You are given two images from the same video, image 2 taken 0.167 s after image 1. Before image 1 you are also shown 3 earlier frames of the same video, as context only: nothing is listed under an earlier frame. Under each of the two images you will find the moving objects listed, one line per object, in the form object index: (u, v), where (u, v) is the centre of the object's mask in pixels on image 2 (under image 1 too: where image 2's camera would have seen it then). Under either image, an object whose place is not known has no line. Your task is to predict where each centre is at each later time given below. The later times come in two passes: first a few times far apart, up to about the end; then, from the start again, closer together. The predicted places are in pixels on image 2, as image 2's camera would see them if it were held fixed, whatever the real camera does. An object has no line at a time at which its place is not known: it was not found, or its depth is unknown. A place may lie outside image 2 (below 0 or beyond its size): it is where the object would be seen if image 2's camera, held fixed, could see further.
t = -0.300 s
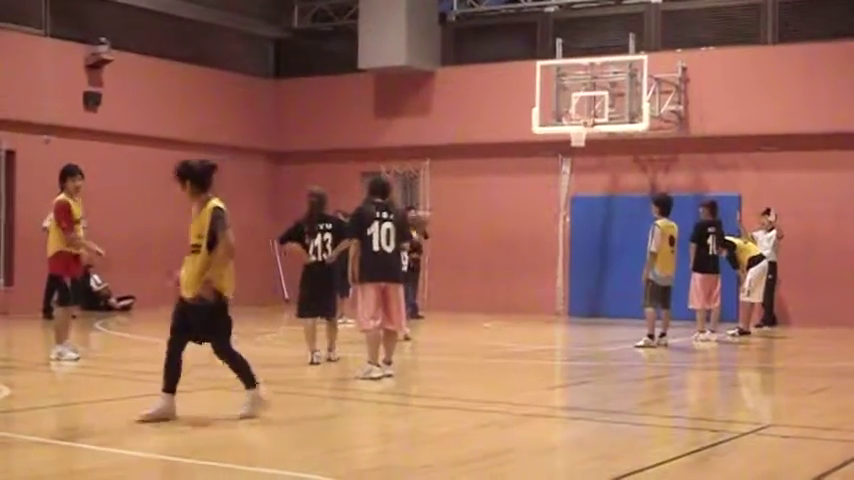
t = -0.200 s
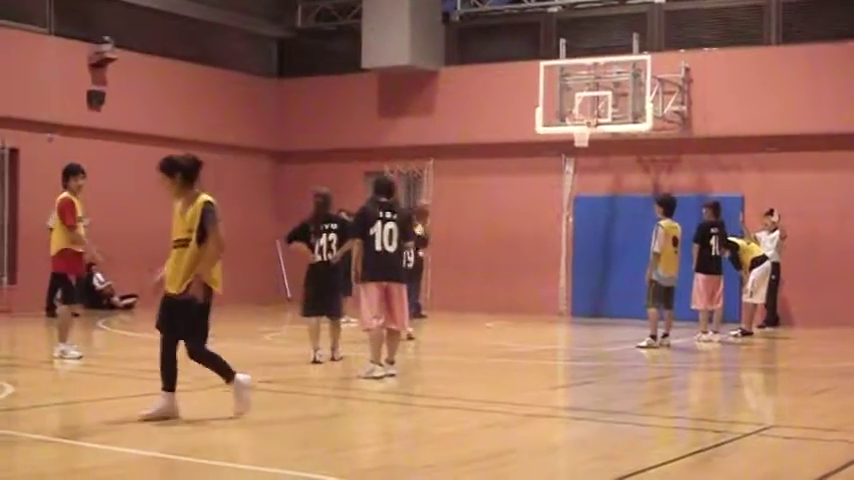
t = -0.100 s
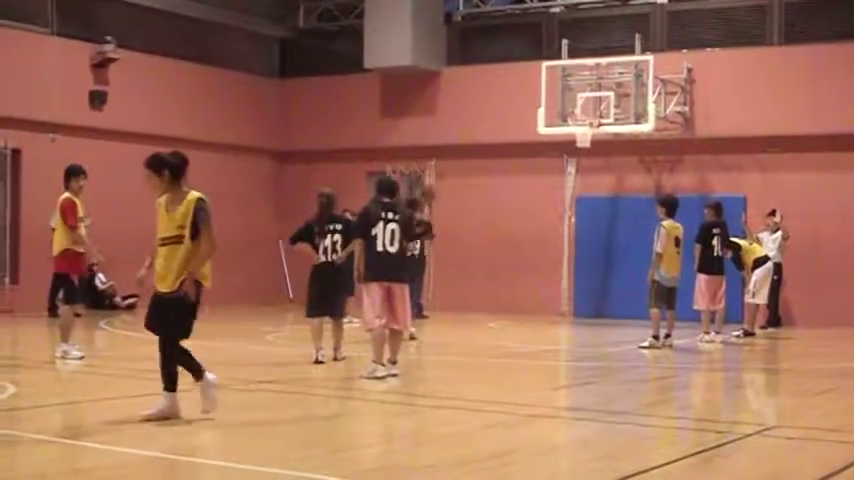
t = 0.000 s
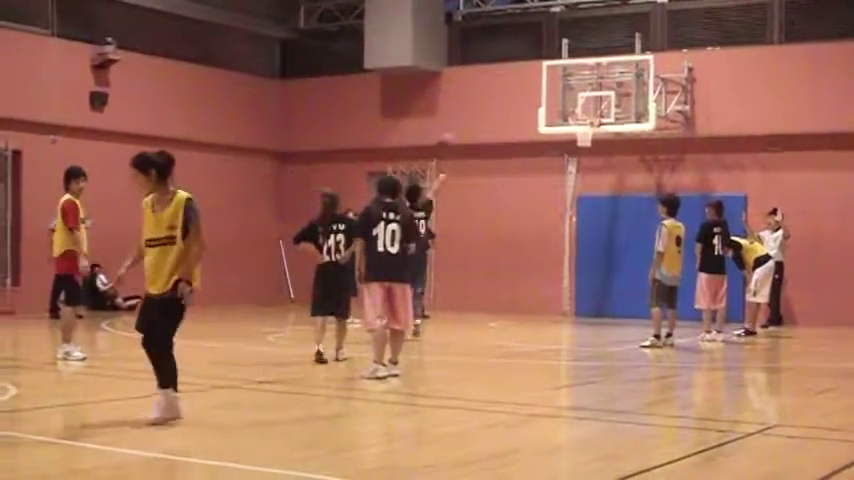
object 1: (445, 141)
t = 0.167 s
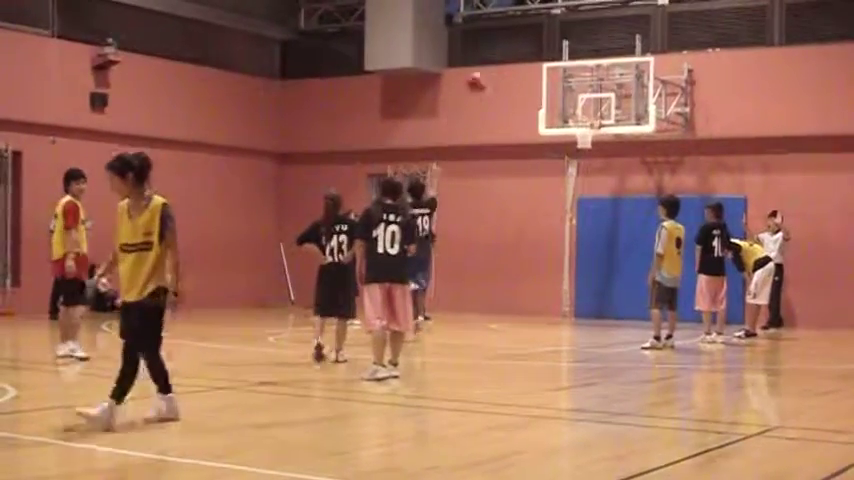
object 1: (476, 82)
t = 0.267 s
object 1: (493, 55)
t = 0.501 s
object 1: (529, 28)
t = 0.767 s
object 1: (565, 45)
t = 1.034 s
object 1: (597, 110)
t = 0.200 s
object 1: (482, 72)
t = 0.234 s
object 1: (488, 63)
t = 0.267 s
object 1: (493, 55)
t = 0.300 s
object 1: (498, 49)
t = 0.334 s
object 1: (504, 43)
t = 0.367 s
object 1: (507, 40)
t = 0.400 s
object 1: (514, 35)
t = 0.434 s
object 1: (520, 32)
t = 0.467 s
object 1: (525, 30)
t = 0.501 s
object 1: (529, 28)
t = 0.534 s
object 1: (534, 28)
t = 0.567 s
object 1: (538, 29)
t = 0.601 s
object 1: (543, 30)
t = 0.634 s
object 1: (547, 32)
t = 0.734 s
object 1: (561, 40)
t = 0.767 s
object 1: (565, 45)
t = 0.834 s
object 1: (573, 57)
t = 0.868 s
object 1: (577, 65)
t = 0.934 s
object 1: (585, 81)
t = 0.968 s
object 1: (589, 92)
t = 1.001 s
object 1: (593, 101)
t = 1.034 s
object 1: (597, 110)
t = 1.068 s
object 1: (601, 107)
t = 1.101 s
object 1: (608, 104)
